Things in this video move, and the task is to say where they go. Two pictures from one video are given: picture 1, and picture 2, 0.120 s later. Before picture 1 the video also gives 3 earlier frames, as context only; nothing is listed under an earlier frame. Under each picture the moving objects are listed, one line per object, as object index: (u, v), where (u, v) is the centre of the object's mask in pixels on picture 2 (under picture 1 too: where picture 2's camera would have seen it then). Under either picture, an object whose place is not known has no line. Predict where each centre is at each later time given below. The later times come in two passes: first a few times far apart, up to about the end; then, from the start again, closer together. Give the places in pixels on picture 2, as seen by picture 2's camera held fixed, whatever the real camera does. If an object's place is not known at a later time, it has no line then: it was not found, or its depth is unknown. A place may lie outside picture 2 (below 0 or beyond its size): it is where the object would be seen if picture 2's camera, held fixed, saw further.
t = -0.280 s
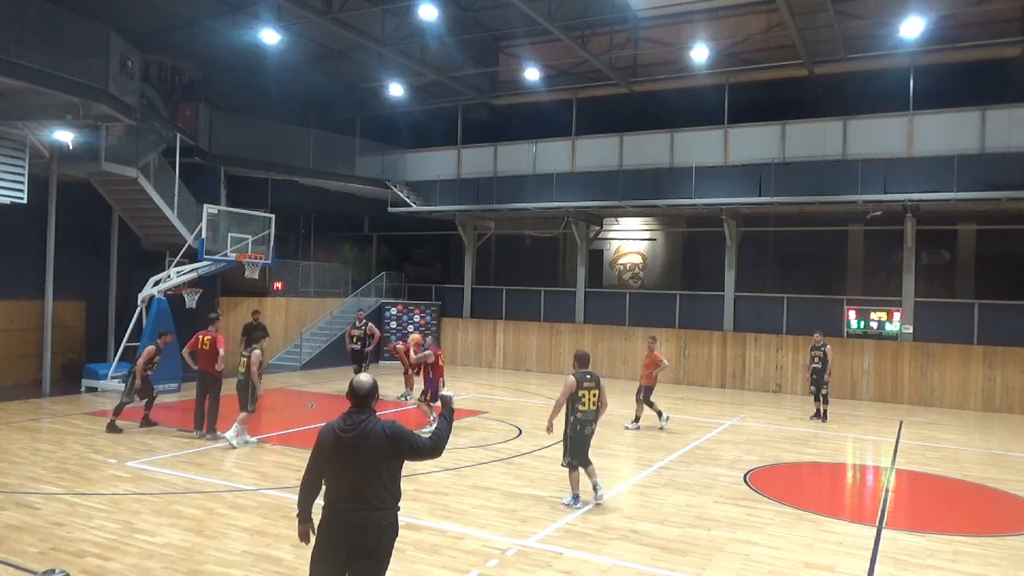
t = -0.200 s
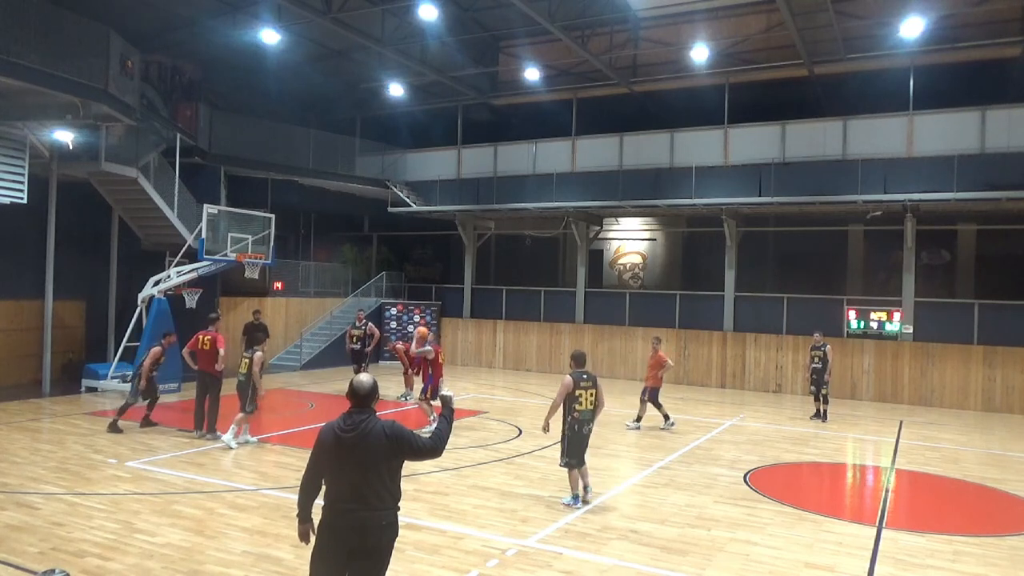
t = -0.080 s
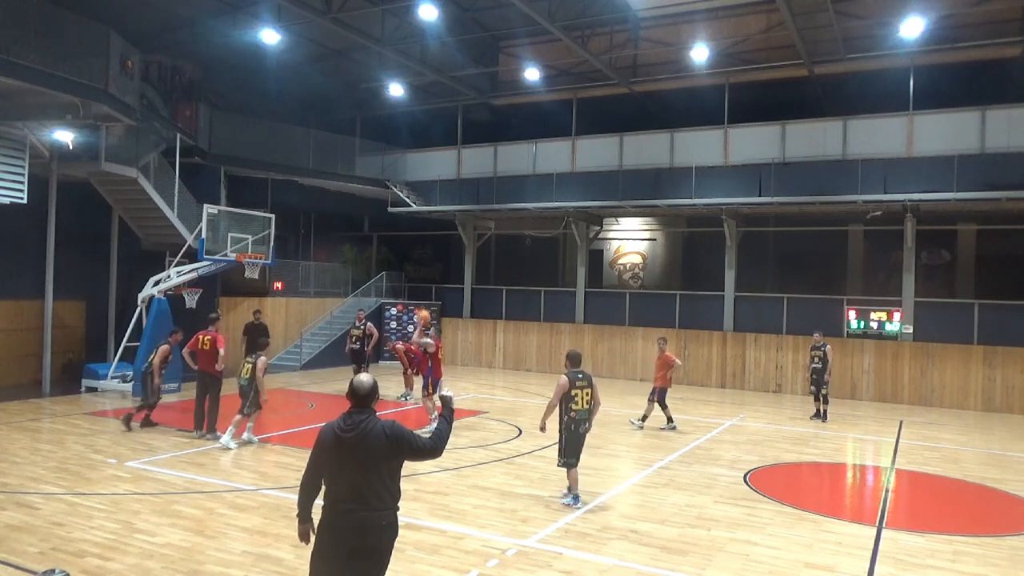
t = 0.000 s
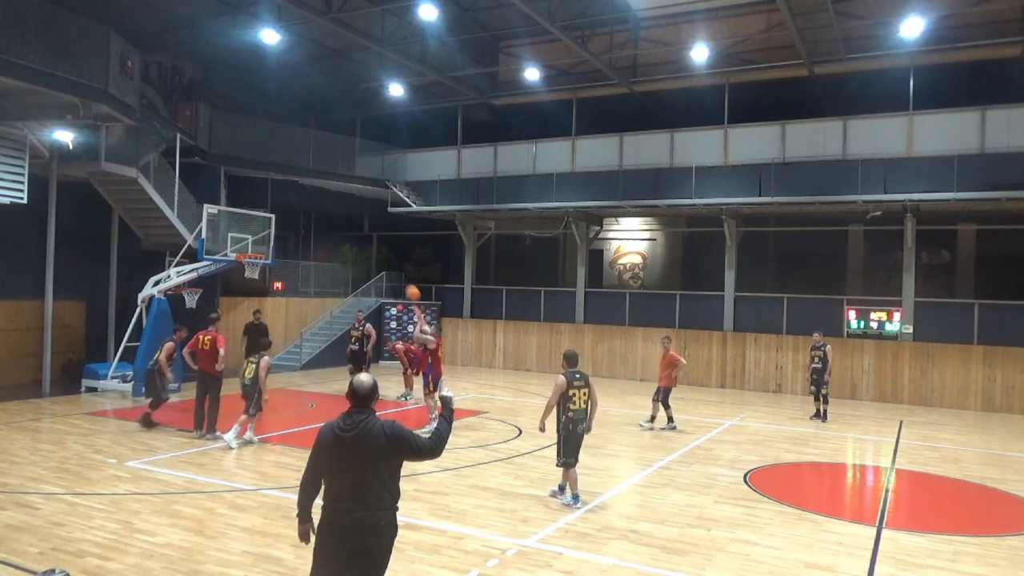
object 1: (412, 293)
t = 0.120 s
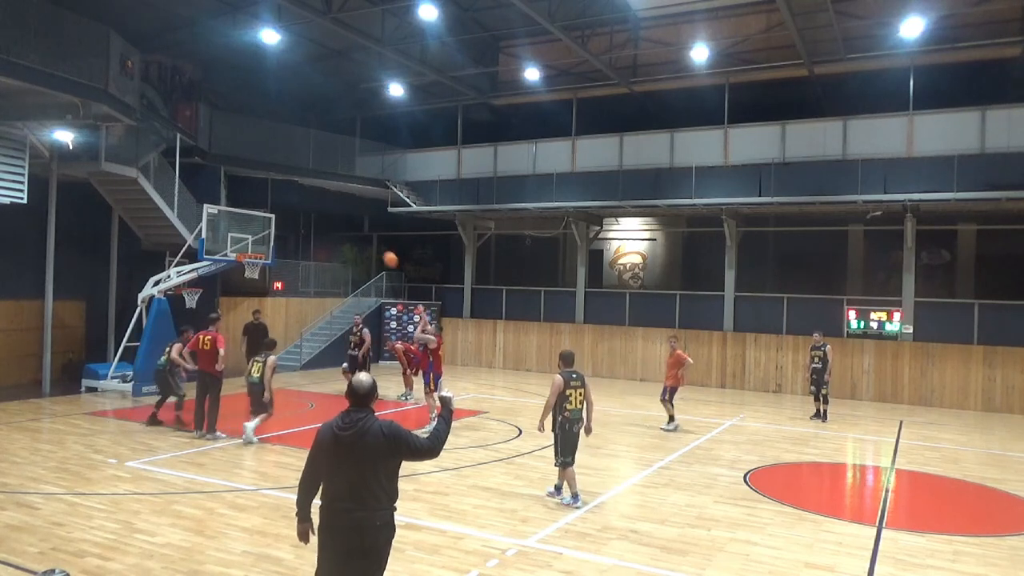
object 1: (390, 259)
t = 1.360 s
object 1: (273, 242)
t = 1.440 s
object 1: (280, 248)
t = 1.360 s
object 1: (273, 242)
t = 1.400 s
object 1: (276, 244)
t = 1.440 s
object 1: (280, 248)
